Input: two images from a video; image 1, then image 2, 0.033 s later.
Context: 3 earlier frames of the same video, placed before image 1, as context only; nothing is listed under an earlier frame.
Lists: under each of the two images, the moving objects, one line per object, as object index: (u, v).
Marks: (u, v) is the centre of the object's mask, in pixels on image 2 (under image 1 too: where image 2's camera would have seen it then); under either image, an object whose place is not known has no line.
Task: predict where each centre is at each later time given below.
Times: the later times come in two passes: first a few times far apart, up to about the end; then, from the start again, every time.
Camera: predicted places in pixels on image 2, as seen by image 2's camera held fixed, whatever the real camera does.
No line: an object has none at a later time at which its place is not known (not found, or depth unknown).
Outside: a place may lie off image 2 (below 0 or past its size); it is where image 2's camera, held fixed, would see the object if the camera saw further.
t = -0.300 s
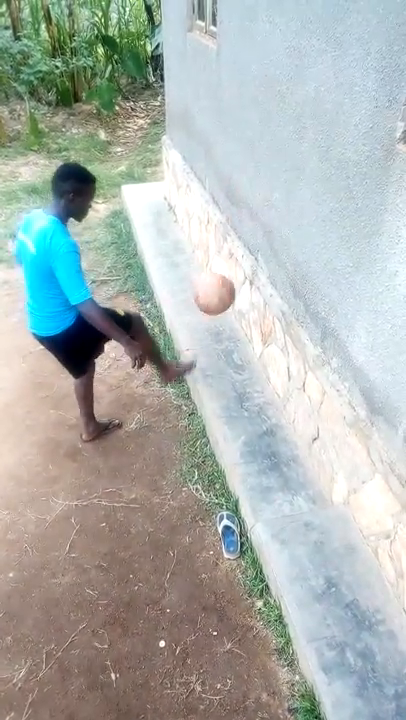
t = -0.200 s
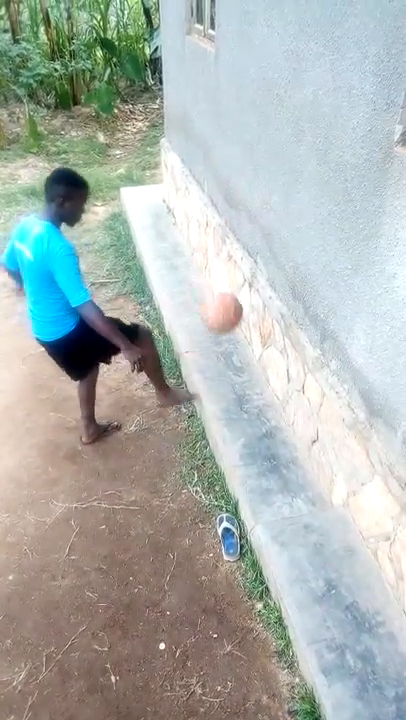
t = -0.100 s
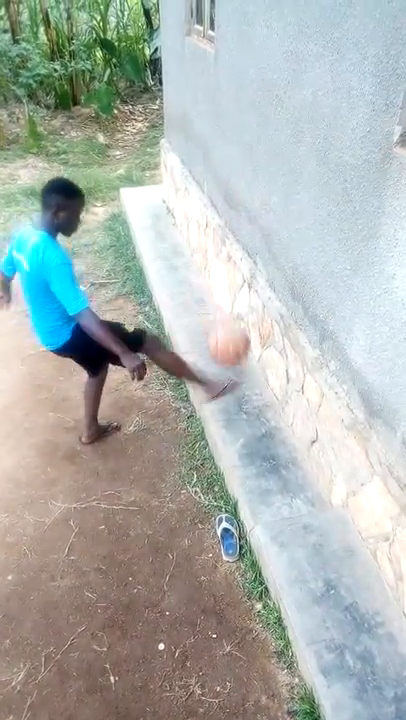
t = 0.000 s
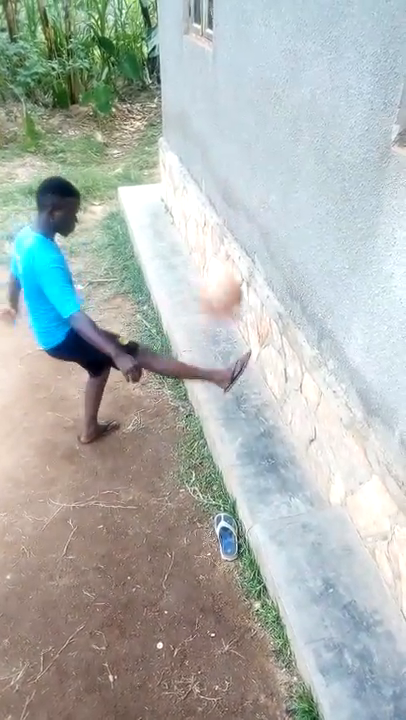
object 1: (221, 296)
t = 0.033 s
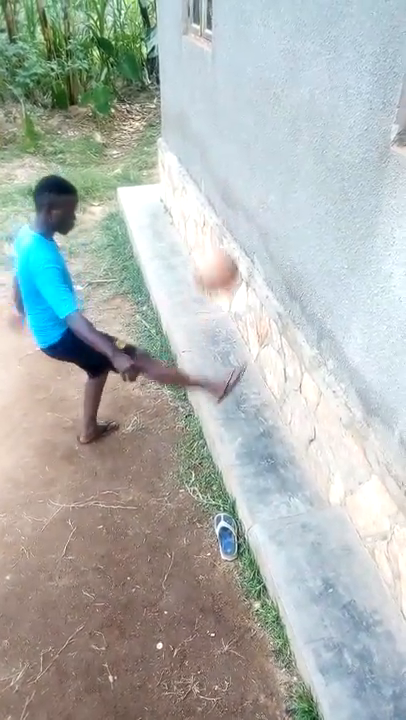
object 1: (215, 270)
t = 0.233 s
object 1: (177, 144)
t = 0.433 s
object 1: (137, 101)
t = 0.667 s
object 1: (101, 175)
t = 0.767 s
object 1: (93, 237)
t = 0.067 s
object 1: (210, 245)
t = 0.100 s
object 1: (200, 220)
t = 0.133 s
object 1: (197, 199)
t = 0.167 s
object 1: (190, 178)
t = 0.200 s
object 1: (183, 161)
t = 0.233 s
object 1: (177, 144)
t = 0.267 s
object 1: (171, 129)
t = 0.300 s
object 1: (162, 117)
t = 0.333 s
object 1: (155, 110)
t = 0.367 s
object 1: (149, 103)
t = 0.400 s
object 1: (143, 101)
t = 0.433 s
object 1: (137, 101)
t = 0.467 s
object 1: (131, 103)
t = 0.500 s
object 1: (125, 109)
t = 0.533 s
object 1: (120, 117)
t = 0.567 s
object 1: (115, 128)
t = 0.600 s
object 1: (110, 140)
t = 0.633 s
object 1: (105, 157)
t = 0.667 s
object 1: (101, 175)
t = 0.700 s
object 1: (98, 195)
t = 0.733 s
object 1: (95, 216)
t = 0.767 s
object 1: (93, 237)
